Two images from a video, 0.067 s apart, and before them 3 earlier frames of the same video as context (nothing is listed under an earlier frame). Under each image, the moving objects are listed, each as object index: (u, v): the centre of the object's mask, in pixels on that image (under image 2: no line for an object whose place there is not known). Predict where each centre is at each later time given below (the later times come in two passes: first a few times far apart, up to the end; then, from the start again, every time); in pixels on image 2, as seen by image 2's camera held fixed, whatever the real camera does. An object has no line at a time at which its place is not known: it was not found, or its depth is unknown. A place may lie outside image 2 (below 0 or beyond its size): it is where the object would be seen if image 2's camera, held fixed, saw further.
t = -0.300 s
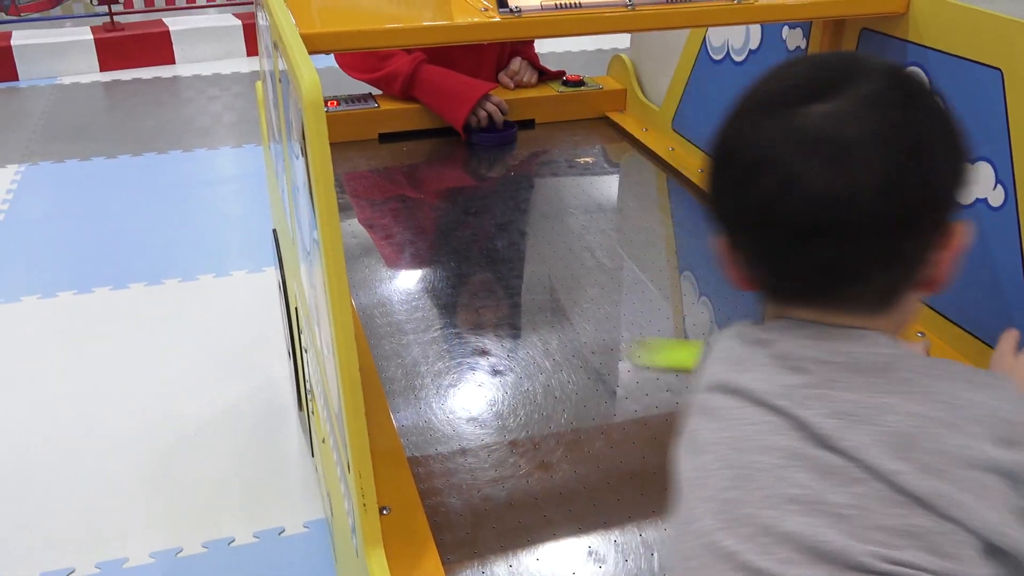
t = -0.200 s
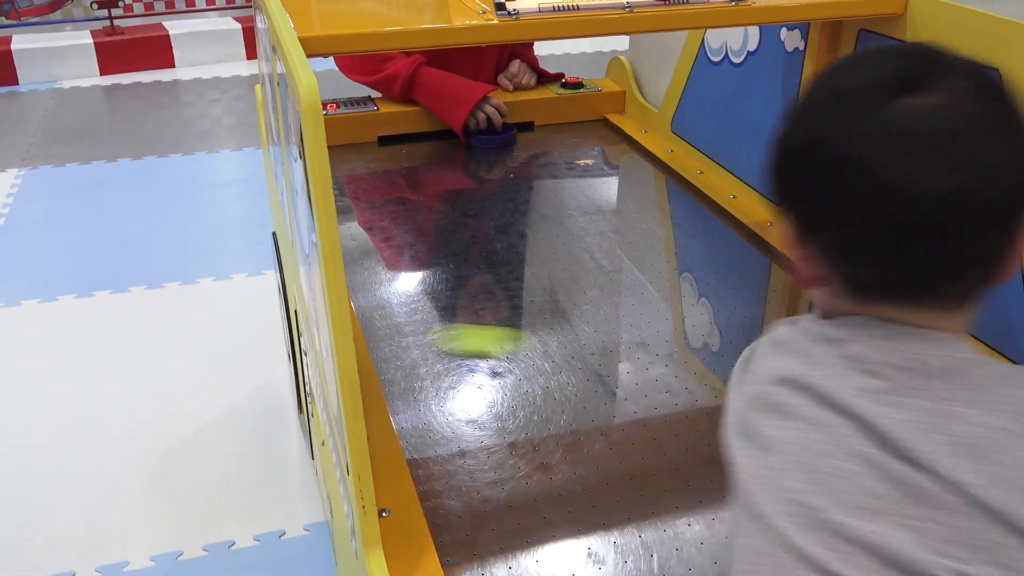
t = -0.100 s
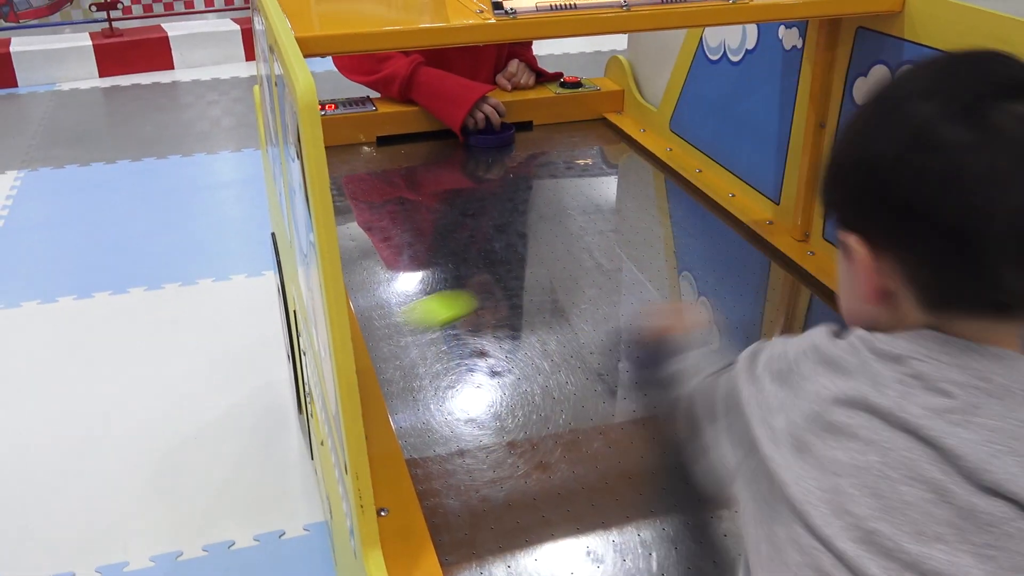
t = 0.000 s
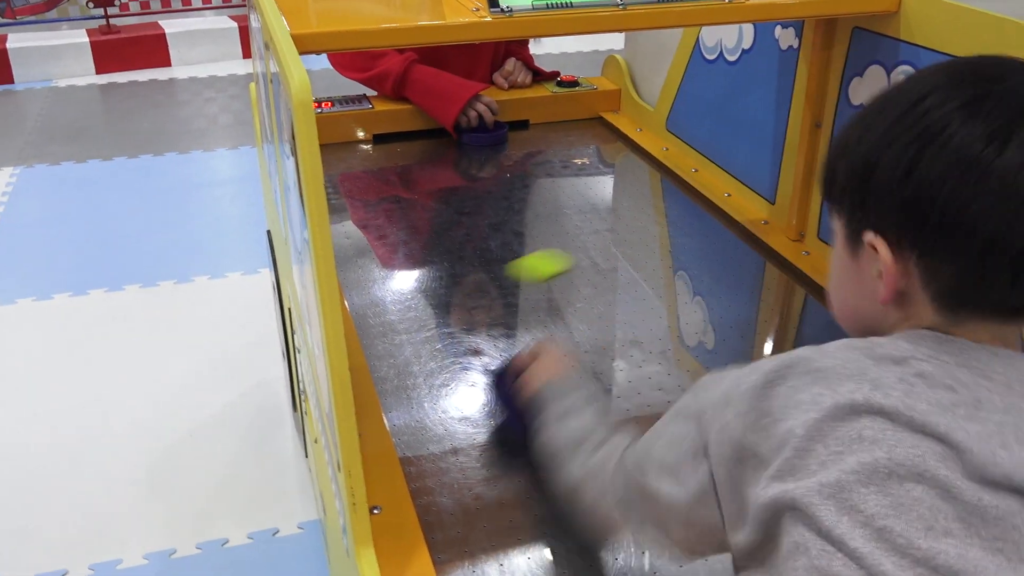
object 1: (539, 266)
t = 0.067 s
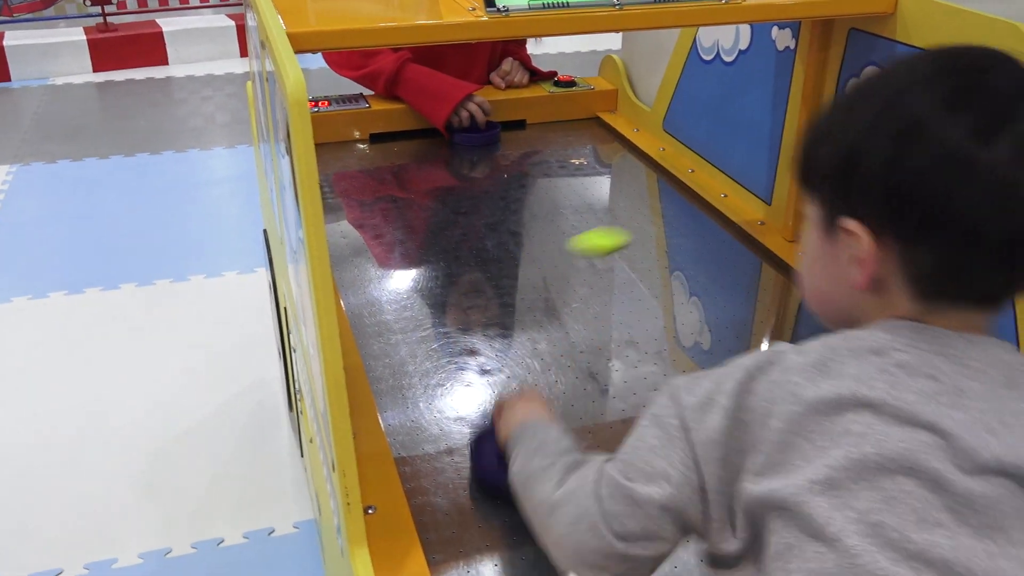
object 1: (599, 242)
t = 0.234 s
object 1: (644, 206)
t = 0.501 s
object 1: (396, 212)
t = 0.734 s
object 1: (440, 200)
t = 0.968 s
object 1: (585, 183)
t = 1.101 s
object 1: (640, 177)
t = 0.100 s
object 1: (628, 231)
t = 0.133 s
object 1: (655, 219)
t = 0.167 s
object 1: (681, 209)
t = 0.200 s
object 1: (675, 206)
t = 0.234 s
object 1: (644, 206)
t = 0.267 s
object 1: (613, 207)
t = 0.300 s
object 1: (581, 207)
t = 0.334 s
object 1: (550, 208)
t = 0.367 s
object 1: (519, 209)
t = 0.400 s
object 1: (489, 210)
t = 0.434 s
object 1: (458, 211)
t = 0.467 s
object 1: (426, 211)
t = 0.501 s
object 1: (396, 212)
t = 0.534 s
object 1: (363, 213)
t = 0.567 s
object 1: (338, 214)
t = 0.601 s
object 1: (348, 212)
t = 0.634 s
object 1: (372, 209)
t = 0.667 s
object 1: (395, 206)
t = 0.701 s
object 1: (417, 203)
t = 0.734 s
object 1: (440, 200)
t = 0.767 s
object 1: (462, 198)
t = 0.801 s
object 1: (482, 196)
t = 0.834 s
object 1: (503, 193)
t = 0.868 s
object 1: (524, 191)
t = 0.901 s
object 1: (544, 188)
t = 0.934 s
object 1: (564, 186)
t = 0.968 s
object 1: (585, 183)
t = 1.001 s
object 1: (605, 181)
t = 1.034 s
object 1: (625, 179)
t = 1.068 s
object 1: (637, 177)
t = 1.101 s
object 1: (640, 177)
